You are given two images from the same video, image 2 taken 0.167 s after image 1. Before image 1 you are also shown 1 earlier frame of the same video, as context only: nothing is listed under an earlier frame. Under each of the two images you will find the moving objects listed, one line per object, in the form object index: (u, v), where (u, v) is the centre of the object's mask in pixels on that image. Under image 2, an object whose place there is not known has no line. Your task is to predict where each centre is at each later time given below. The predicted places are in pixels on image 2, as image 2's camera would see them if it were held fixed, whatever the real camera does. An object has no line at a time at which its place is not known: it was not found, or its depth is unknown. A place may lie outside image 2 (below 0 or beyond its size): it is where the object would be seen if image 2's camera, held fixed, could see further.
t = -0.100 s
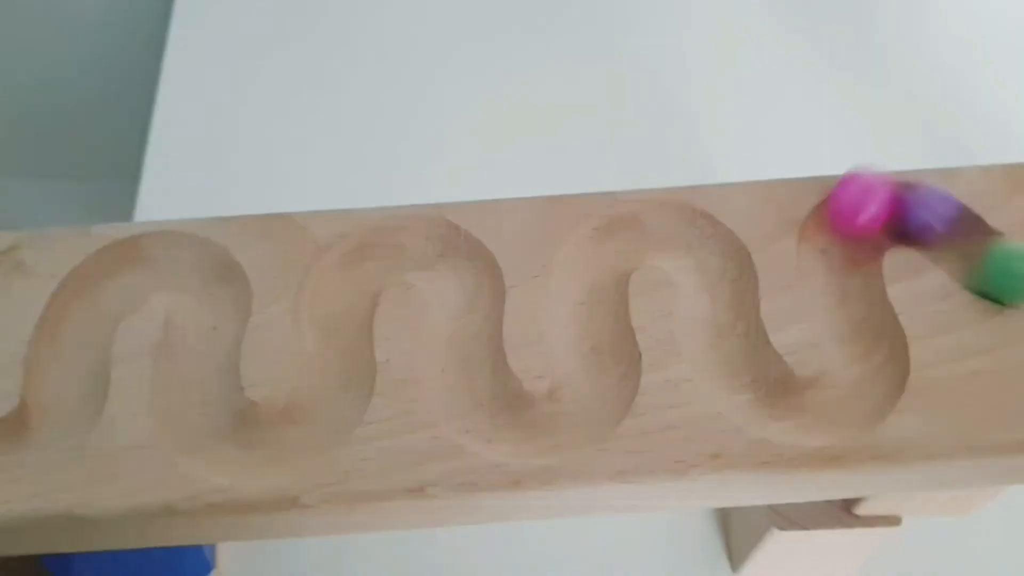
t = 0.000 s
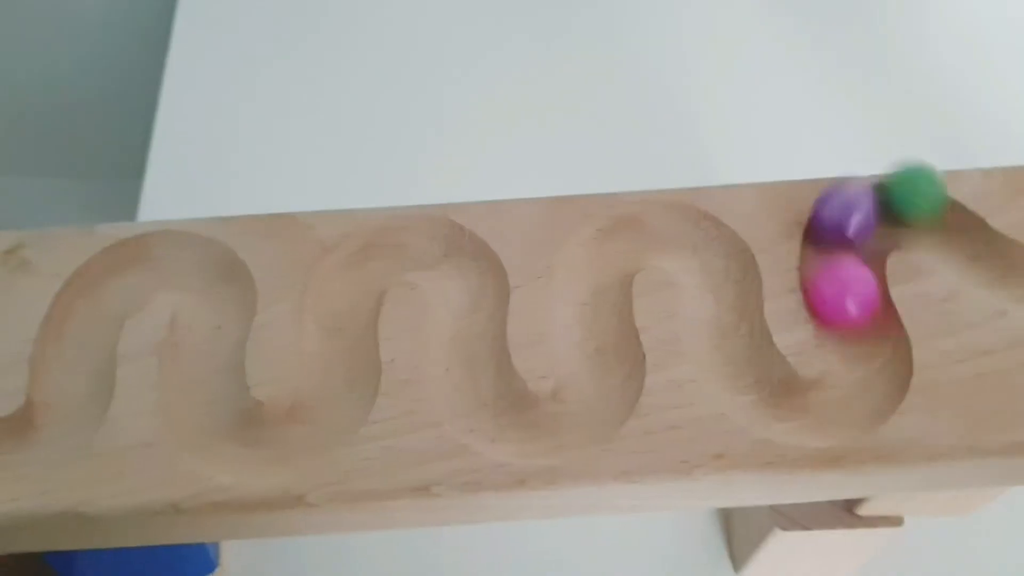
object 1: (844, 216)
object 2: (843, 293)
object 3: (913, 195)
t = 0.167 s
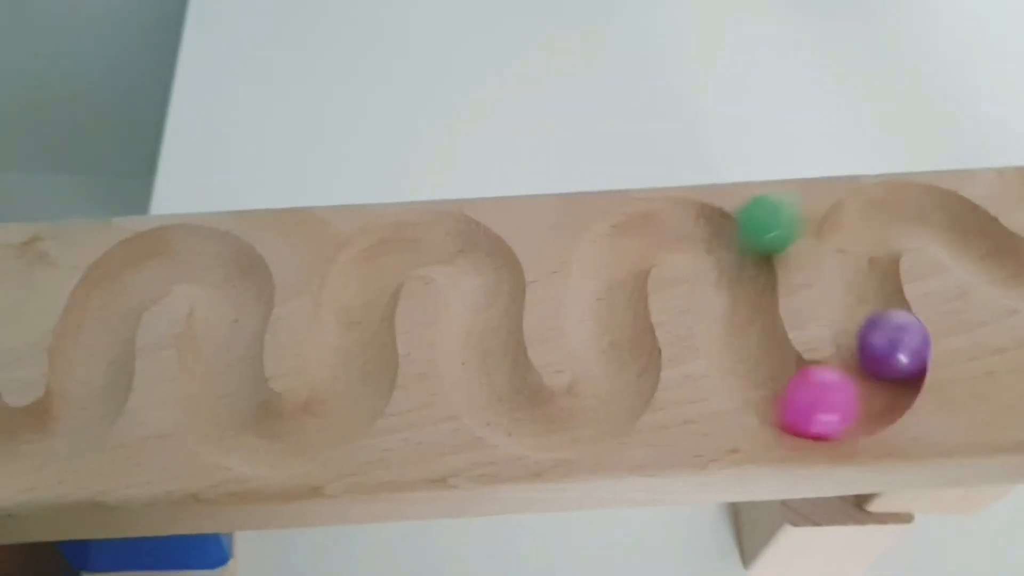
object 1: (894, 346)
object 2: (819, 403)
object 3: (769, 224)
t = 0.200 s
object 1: (891, 358)
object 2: (780, 391)
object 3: (724, 251)
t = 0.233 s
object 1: (876, 370)
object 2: (752, 366)
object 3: (702, 239)
